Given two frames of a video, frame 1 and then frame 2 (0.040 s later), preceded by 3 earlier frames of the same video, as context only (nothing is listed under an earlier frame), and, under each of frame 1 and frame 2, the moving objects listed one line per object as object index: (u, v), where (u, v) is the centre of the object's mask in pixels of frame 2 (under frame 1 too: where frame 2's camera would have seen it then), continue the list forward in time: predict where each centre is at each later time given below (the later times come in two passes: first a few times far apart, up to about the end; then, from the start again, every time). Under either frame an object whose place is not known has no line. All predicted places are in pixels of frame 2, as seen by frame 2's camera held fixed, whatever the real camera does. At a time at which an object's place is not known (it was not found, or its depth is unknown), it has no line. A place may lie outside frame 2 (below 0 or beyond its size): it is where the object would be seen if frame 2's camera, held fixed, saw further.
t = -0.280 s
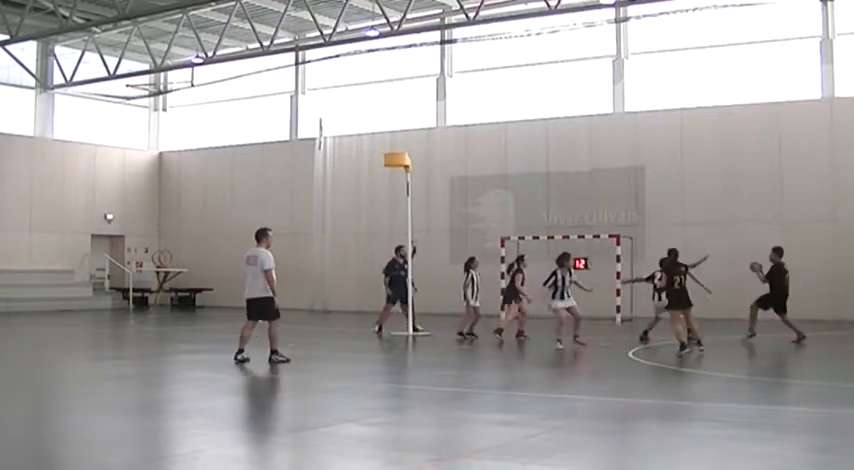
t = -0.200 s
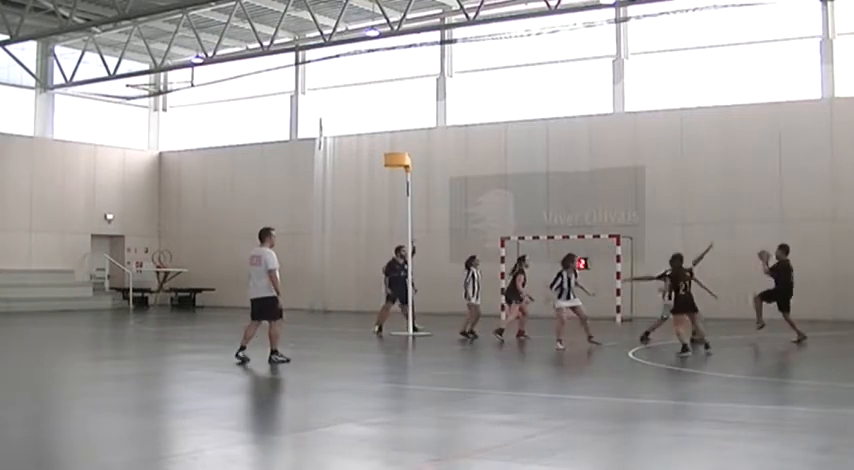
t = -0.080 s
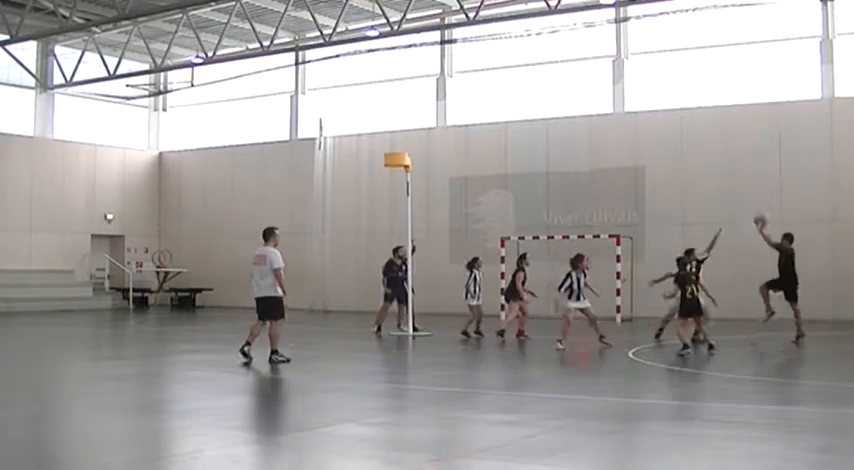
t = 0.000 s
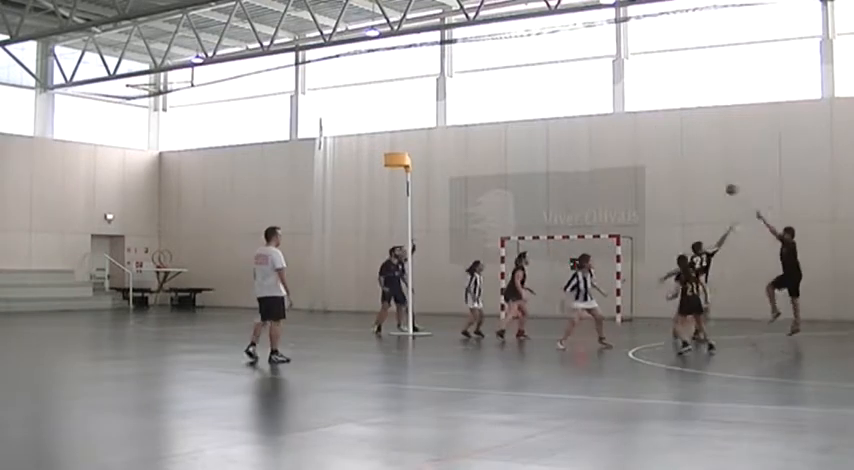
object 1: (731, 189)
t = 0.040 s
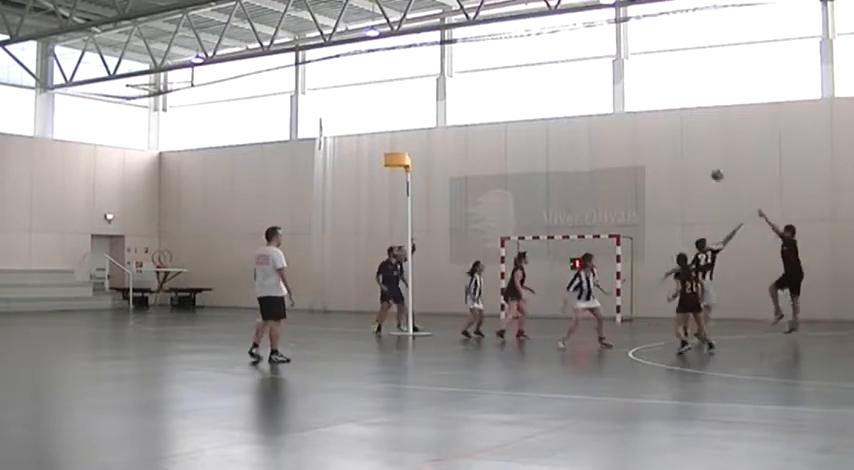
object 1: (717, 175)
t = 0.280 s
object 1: (634, 113)
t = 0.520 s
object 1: (557, 83)
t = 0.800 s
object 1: (473, 89)
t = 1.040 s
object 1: (407, 125)
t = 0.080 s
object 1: (702, 162)
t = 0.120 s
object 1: (689, 150)
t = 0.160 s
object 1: (674, 139)
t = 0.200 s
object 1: (661, 129)
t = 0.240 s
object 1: (647, 120)
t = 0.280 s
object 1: (634, 113)
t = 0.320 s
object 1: (620, 105)
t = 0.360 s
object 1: (608, 99)
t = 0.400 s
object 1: (595, 94)
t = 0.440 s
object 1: (582, 89)
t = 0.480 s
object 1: (569, 86)
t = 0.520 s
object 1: (557, 83)
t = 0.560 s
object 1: (545, 82)
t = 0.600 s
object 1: (532, 81)
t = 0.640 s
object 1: (520, 81)
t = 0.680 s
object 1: (508, 82)
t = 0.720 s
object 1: (496, 84)
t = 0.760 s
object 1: (485, 86)
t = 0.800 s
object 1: (473, 89)
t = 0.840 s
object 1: (462, 93)
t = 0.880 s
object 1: (451, 98)
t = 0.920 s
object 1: (440, 104)
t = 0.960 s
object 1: (429, 110)
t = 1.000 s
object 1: (418, 117)
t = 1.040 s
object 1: (407, 125)
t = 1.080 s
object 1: (397, 134)
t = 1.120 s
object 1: (386, 143)
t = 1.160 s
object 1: (376, 153)
